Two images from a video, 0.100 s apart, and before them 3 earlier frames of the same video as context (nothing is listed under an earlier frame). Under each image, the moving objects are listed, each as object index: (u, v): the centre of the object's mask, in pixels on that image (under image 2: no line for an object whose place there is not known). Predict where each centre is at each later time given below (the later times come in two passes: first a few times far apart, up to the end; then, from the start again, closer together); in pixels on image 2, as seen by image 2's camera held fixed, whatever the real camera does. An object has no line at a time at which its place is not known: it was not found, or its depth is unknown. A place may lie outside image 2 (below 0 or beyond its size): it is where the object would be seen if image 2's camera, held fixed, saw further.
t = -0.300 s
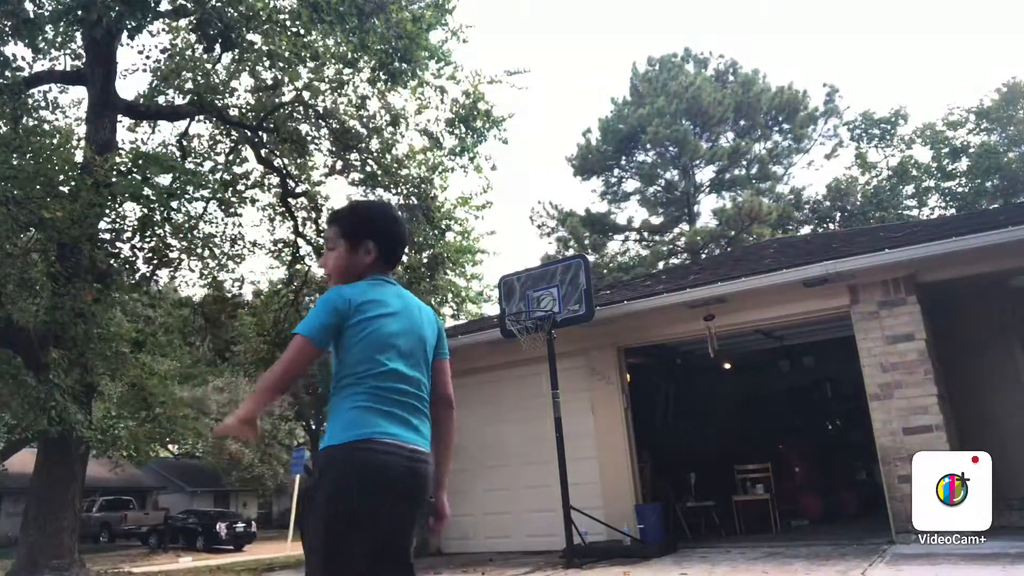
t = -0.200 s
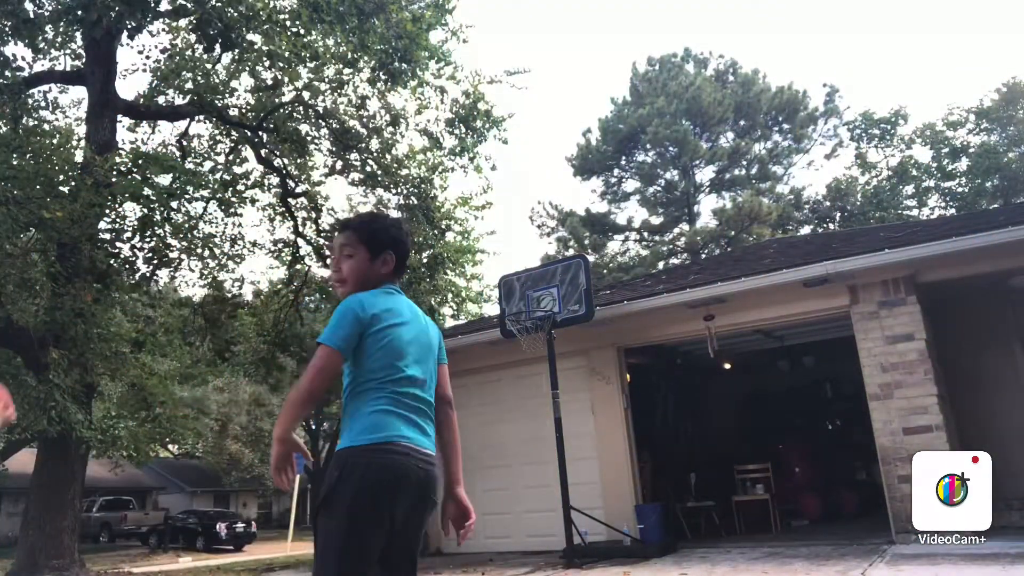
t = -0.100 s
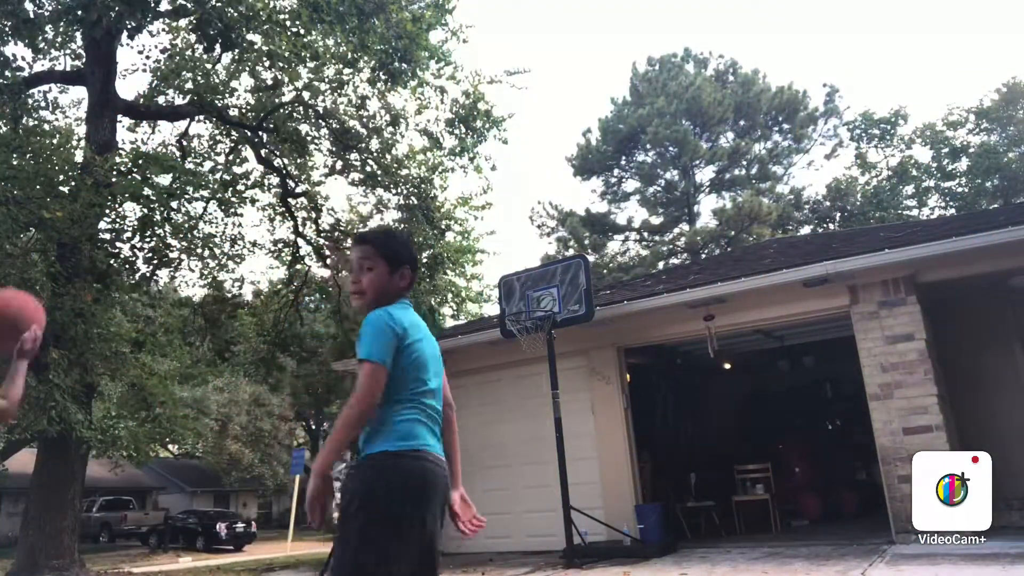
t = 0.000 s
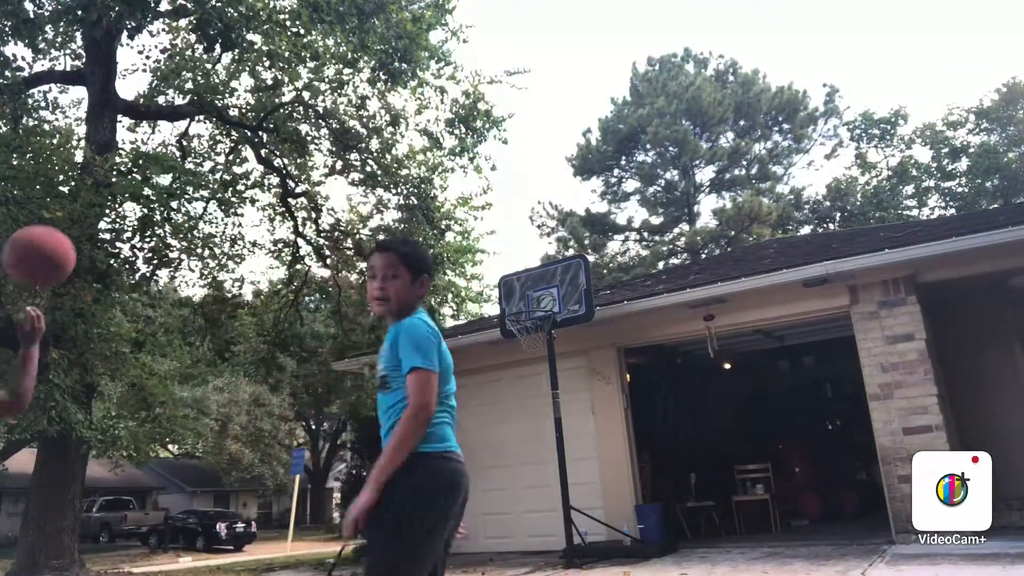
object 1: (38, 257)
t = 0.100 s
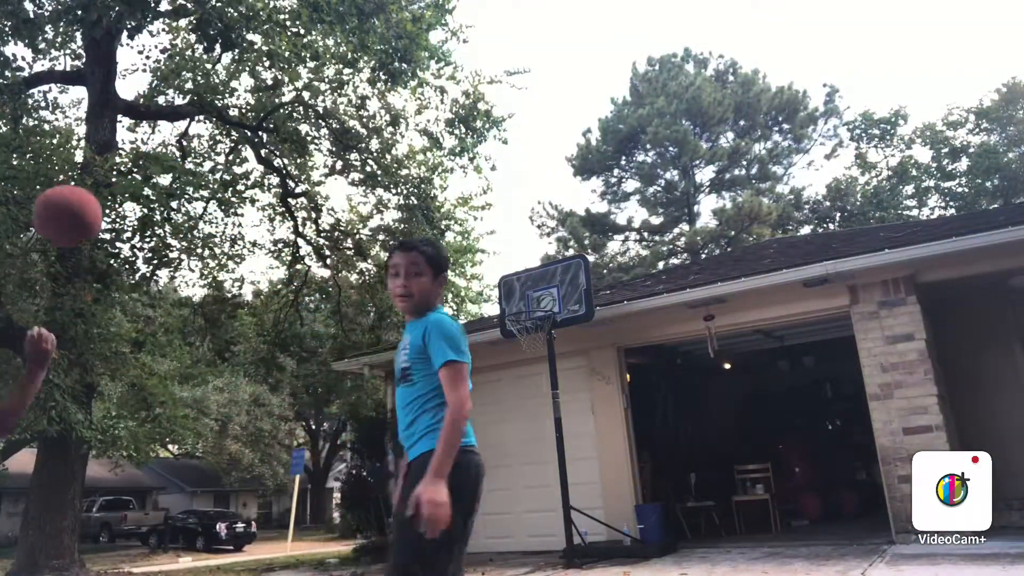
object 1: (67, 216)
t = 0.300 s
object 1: (116, 204)
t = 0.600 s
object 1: (186, 393)
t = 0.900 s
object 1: (261, 560)
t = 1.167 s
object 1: (319, 341)
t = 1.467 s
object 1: (390, 327)
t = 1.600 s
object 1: (429, 427)
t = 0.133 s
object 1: (76, 208)
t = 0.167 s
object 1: (85, 203)
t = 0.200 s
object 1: (93, 199)
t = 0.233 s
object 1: (101, 199)
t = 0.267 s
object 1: (109, 200)
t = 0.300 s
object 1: (116, 204)
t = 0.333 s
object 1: (125, 211)
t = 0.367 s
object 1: (133, 221)
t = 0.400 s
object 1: (141, 235)
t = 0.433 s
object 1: (147, 252)
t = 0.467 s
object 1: (155, 272)
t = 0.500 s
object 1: (163, 297)
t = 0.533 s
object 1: (171, 325)
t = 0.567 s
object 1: (178, 355)
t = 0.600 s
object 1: (186, 393)
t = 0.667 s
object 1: (201, 482)
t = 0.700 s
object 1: (208, 534)
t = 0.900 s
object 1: (261, 560)
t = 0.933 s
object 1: (267, 537)
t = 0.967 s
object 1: (273, 498)
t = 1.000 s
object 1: (281, 464)
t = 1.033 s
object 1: (289, 432)
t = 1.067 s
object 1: (297, 405)
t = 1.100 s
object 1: (304, 381)
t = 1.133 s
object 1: (311, 360)
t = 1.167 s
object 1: (319, 341)
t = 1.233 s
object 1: (333, 314)
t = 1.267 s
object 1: (340, 306)
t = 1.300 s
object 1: (348, 301)
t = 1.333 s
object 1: (356, 298)
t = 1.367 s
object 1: (364, 300)
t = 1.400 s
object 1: (372, 303)
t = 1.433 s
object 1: (381, 313)
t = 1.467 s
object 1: (390, 327)
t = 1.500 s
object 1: (400, 344)
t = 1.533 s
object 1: (409, 365)
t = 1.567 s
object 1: (420, 395)
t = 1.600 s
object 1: (429, 427)
